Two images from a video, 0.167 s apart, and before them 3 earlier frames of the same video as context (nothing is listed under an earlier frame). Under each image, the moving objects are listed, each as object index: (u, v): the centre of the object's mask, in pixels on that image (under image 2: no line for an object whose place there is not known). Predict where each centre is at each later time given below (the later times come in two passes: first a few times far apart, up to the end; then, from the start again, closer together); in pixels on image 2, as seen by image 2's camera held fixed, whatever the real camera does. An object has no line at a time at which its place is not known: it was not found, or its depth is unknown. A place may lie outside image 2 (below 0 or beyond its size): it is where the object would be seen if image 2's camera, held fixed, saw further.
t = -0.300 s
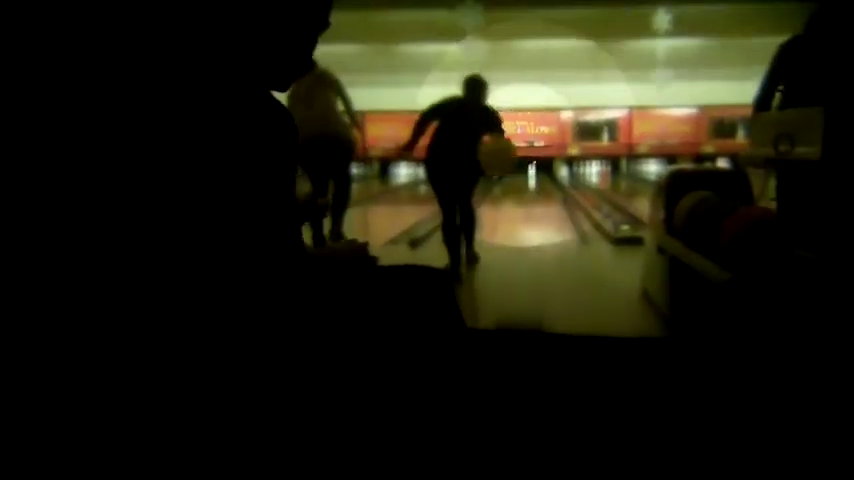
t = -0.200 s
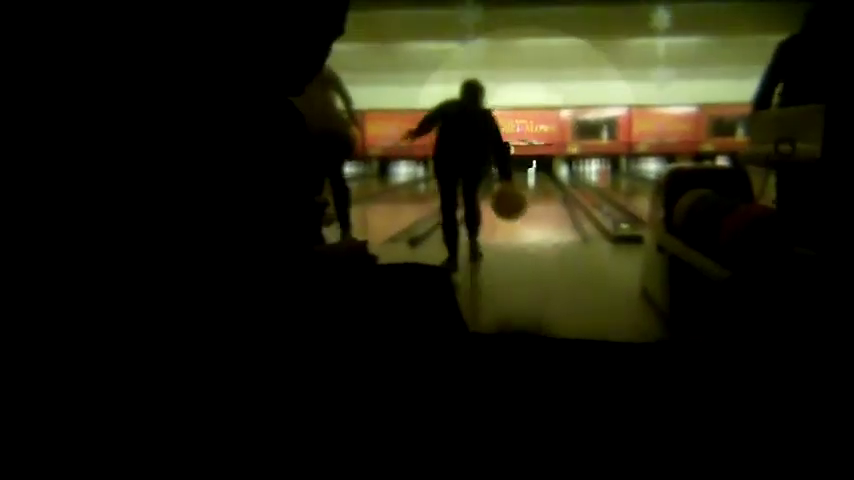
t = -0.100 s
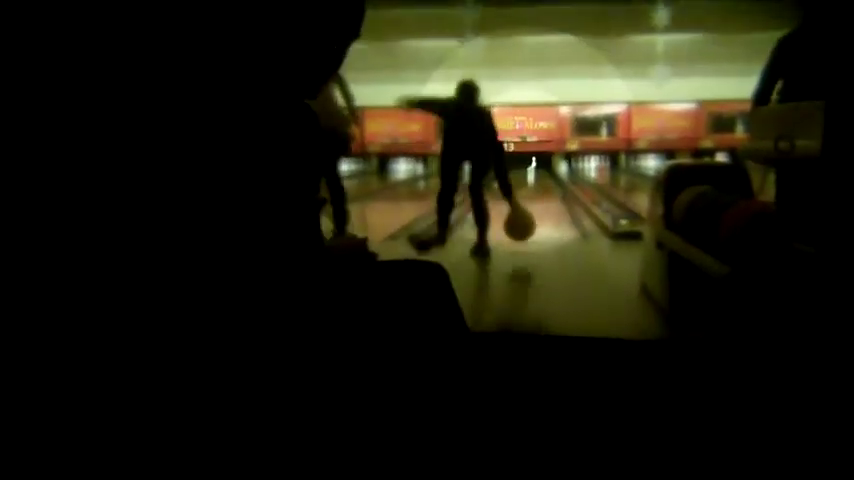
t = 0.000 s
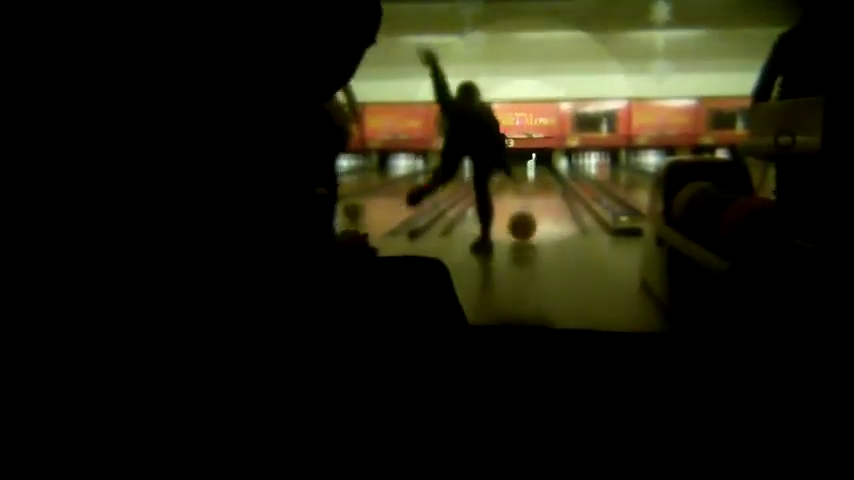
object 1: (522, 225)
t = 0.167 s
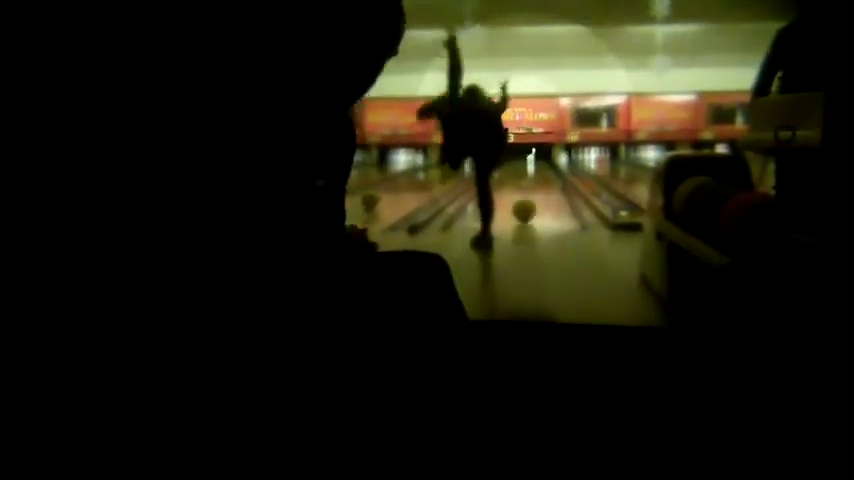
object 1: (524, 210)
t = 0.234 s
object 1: (524, 208)
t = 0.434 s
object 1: (526, 200)
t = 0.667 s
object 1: (527, 187)
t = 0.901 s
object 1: (528, 179)
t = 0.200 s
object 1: (524, 209)
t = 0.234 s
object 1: (524, 208)
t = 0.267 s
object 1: (525, 205)
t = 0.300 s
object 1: (525, 204)
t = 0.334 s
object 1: (525, 203)
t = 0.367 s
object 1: (525, 202)
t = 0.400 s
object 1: (526, 200)
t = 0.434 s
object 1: (526, 200)
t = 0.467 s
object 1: (526, 198)
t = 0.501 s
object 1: (526, 195)
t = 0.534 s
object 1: (526, 196)
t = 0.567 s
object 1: (526, 195)
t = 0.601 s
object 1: (526, 188)
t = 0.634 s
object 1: (526, 191)
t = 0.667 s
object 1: (527, 187)
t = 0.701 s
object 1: (527, 185)
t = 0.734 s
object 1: (527, 189)
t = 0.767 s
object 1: (527, 184)
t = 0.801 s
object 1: (528, 183)
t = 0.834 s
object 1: (528, 182)
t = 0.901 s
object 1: (528, 179)
